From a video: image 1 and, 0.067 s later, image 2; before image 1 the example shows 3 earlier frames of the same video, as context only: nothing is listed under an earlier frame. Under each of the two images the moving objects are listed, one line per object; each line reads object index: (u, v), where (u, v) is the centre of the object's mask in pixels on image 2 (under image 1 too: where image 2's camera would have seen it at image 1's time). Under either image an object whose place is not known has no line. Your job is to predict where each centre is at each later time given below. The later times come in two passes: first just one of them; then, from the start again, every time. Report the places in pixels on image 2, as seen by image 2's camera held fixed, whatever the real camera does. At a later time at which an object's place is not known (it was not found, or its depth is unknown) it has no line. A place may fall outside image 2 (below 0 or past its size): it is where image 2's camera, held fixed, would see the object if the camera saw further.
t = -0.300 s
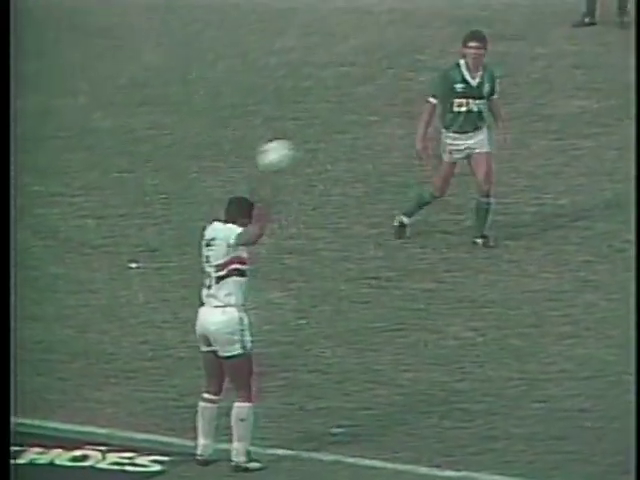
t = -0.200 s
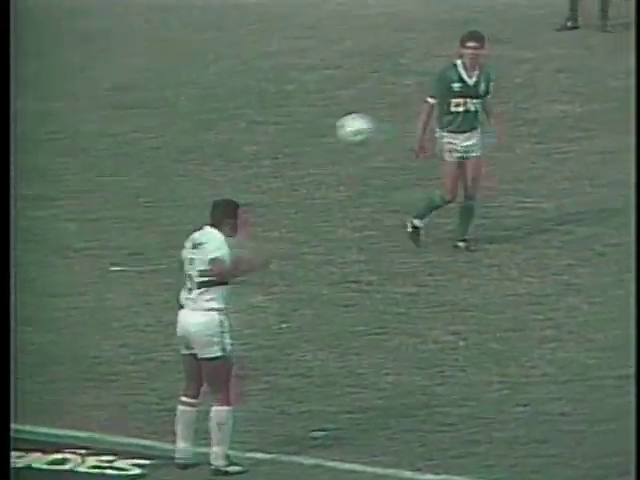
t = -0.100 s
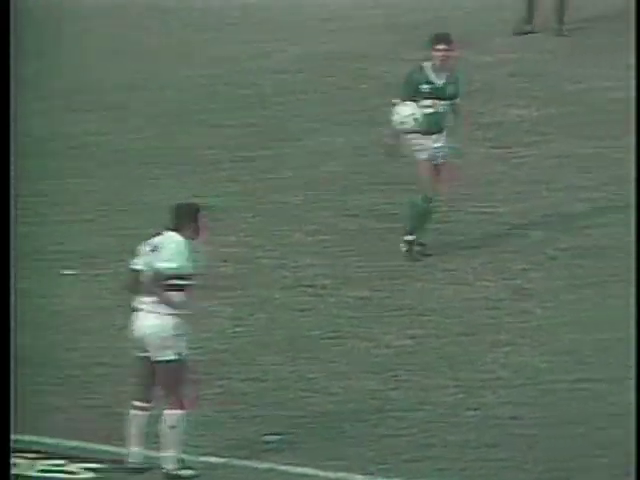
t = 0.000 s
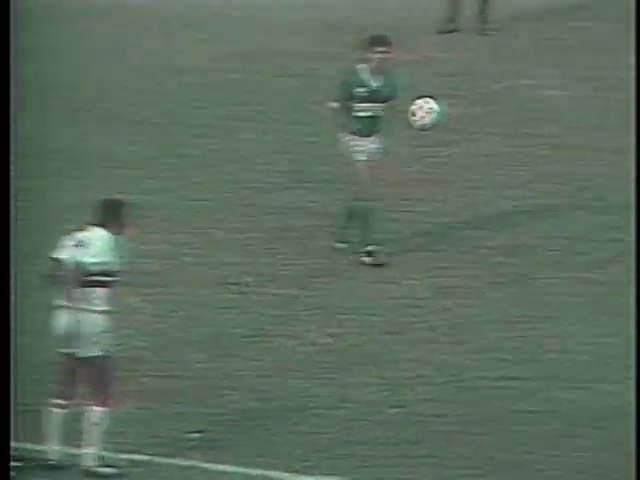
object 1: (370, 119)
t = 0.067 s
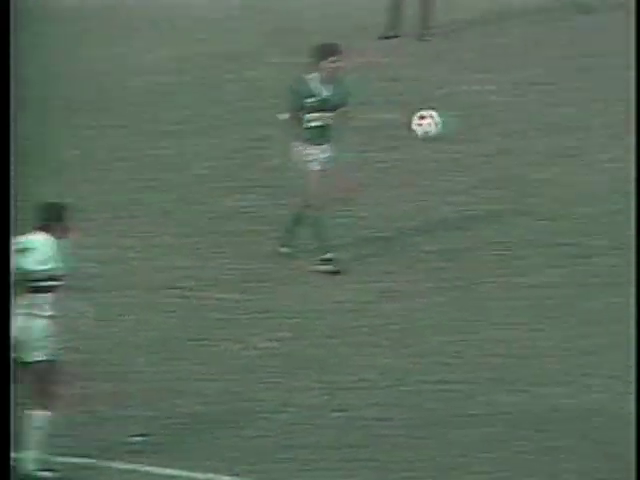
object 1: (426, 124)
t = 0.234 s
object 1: (538, 166)
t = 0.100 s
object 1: (454, 130)
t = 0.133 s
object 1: (480, 136)
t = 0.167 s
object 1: (504, 144)
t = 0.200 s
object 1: (518, 153)
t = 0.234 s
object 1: (538, 166)
